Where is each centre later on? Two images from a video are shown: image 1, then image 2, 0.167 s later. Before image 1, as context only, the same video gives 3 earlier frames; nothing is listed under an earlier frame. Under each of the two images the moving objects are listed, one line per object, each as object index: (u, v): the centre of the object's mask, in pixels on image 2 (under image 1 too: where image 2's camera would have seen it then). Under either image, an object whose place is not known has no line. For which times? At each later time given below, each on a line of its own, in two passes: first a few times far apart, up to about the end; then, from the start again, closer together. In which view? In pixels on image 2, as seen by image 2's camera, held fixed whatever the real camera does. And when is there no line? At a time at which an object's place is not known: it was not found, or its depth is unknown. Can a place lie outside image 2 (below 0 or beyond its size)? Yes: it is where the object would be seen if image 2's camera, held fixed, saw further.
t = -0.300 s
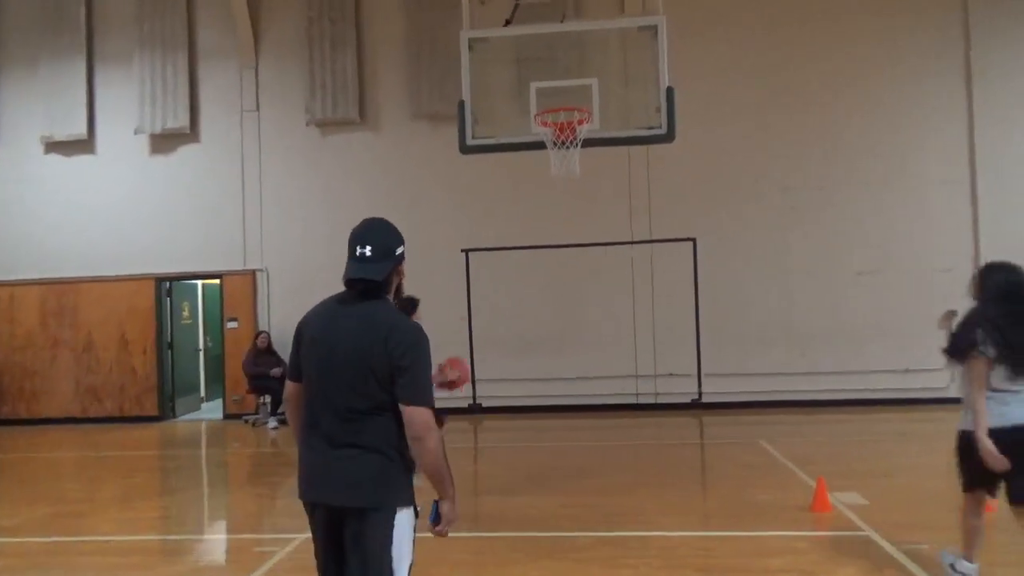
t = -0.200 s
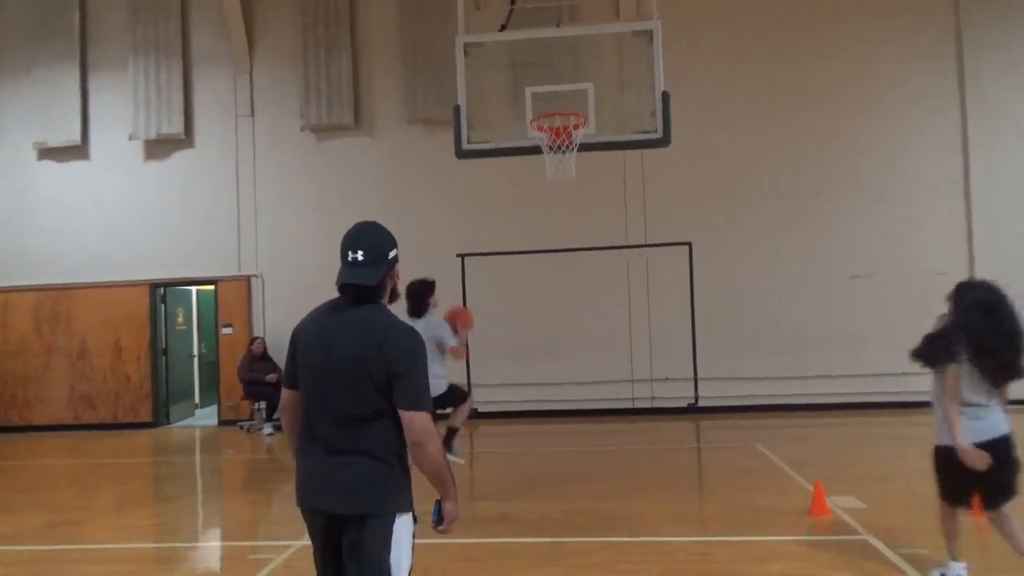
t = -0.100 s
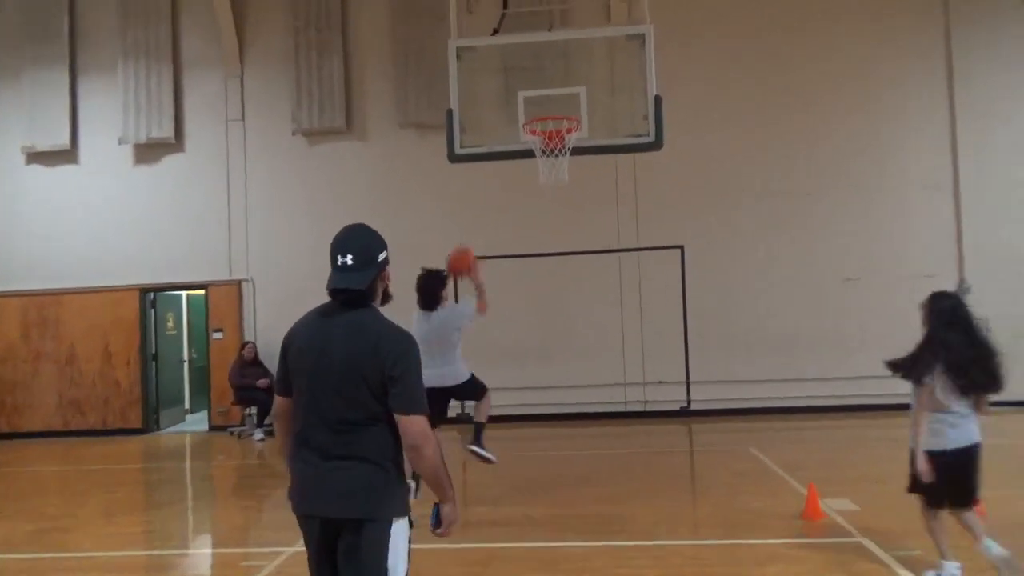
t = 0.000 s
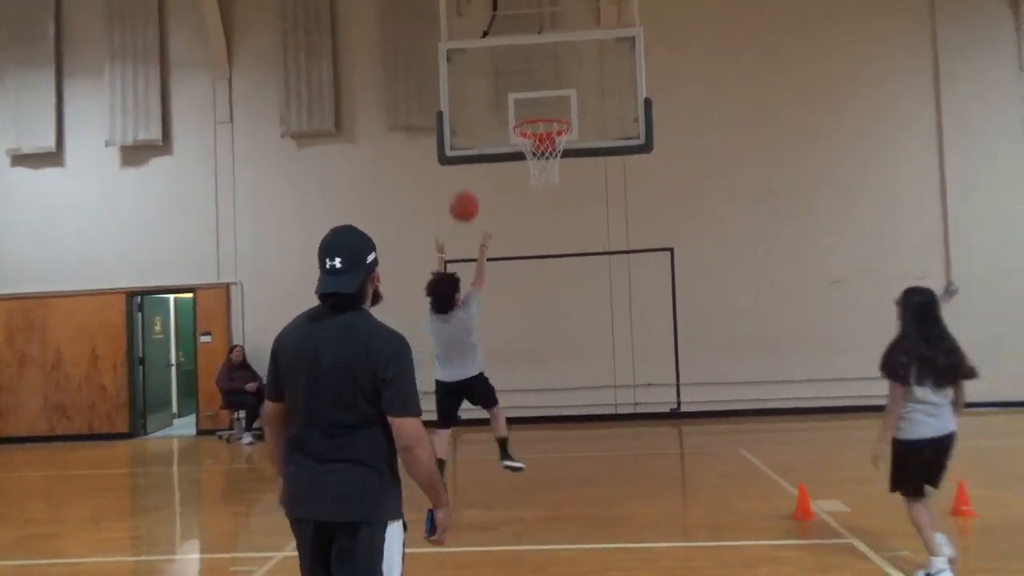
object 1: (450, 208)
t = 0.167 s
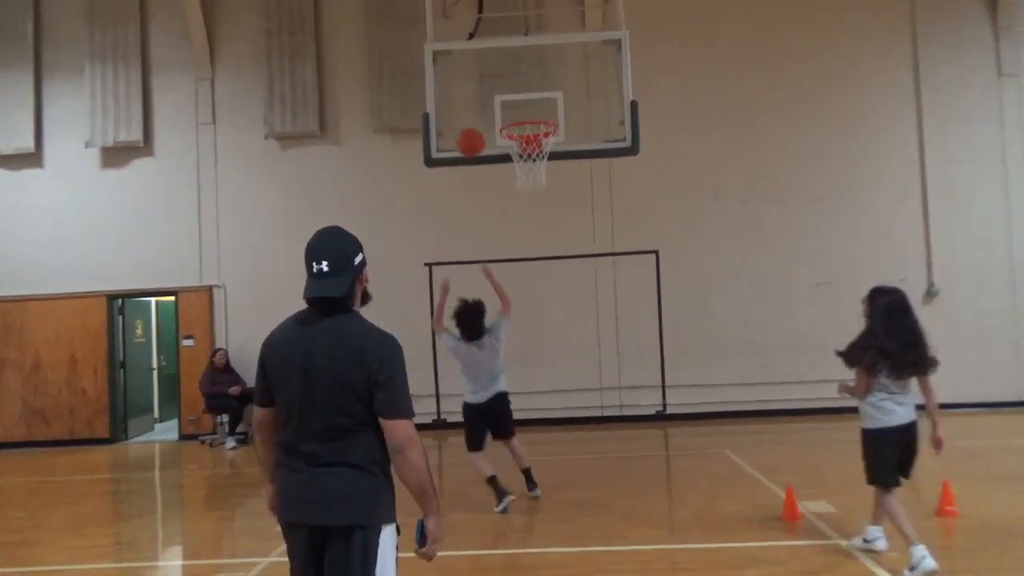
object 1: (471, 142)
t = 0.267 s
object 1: (482, 120)
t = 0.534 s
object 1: (506, 114)
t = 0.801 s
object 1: (523, 111)
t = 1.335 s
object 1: (563, 120)
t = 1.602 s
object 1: (586, 215)
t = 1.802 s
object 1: (607, 350)
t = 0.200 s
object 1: (474, 134)
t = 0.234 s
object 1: (478, 126)
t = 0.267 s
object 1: (482, 120)
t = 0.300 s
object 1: (486, 115)
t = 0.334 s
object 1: (489, 112)
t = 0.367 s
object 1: (493, 110)
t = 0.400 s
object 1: (497, 109)
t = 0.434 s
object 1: (501, 109)
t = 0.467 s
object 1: (503, 110)
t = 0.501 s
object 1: (505, 112)
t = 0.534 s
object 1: (506, 114)
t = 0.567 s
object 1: (507, 116)
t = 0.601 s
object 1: (510, 115)
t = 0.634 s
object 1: (512, 112)
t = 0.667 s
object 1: (514, 110)
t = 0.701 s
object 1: (516, 109)
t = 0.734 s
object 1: (518, 109)
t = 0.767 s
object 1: (520, 110)
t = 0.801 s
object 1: (523, 111)
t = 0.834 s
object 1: (525, 109)
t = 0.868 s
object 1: (528, 108)
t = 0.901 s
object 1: (530, 107)
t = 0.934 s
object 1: (534, 108)
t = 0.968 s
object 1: (535, 106)
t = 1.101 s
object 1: (545, 105)
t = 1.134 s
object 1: (548, 106)
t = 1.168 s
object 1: (549, 106)
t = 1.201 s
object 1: (552, 107)
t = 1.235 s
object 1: (555, 108)
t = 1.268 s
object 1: (558, 111)
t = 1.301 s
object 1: (560, 115)
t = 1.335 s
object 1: (563, 120)
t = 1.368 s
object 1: (566, 128)
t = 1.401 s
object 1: (568, 136)
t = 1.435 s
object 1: (570, 146)
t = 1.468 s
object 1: (573, 157)
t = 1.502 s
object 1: (577, 169)
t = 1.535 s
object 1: (580, 182)
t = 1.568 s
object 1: (583, 198)
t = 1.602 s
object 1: (586, 215)
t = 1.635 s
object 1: (589, 233)
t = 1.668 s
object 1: (592, 253)
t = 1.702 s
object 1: (595, 275)
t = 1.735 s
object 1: (599, 298)
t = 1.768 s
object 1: (603, 323)
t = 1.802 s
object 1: (607, 350)
